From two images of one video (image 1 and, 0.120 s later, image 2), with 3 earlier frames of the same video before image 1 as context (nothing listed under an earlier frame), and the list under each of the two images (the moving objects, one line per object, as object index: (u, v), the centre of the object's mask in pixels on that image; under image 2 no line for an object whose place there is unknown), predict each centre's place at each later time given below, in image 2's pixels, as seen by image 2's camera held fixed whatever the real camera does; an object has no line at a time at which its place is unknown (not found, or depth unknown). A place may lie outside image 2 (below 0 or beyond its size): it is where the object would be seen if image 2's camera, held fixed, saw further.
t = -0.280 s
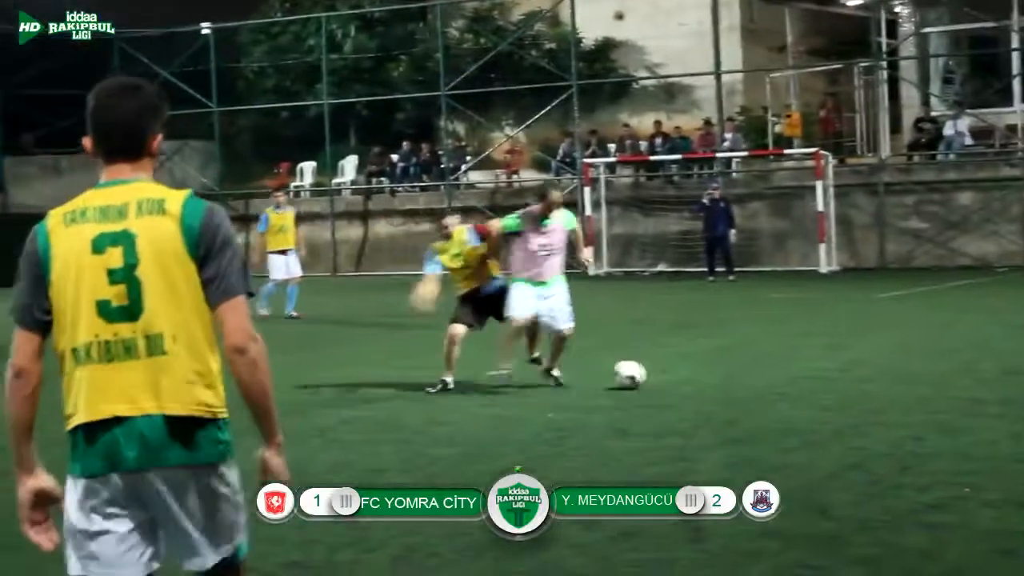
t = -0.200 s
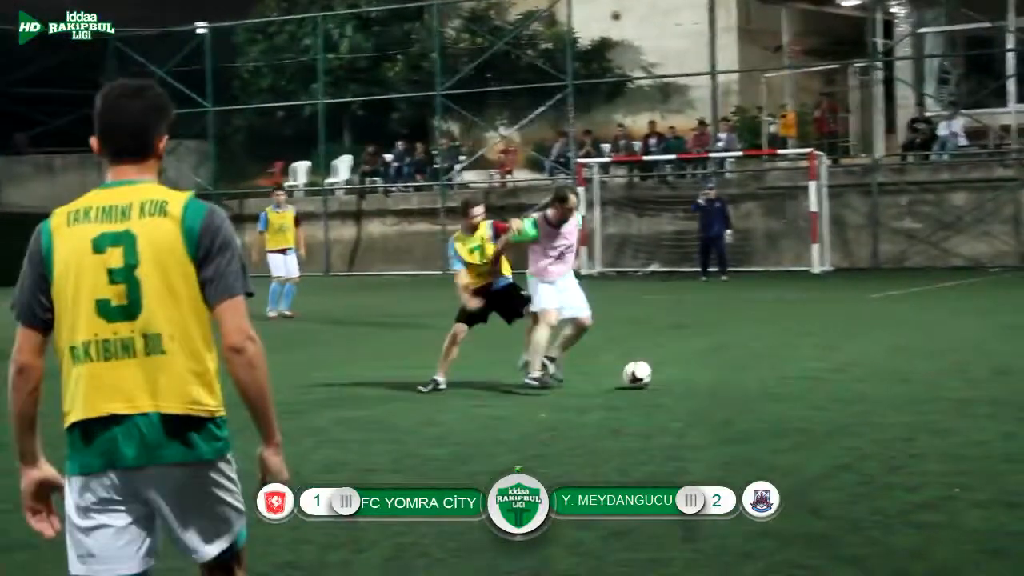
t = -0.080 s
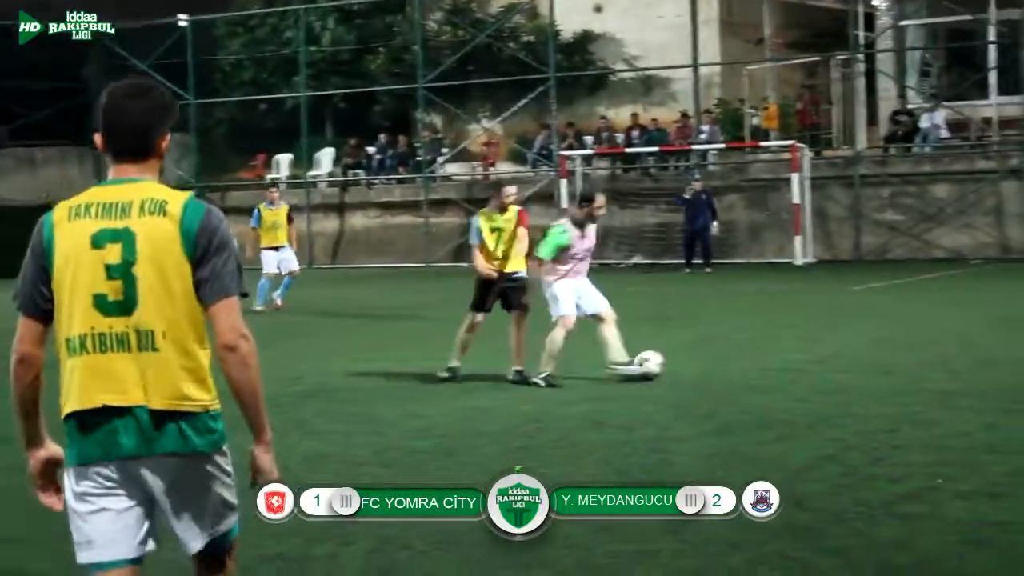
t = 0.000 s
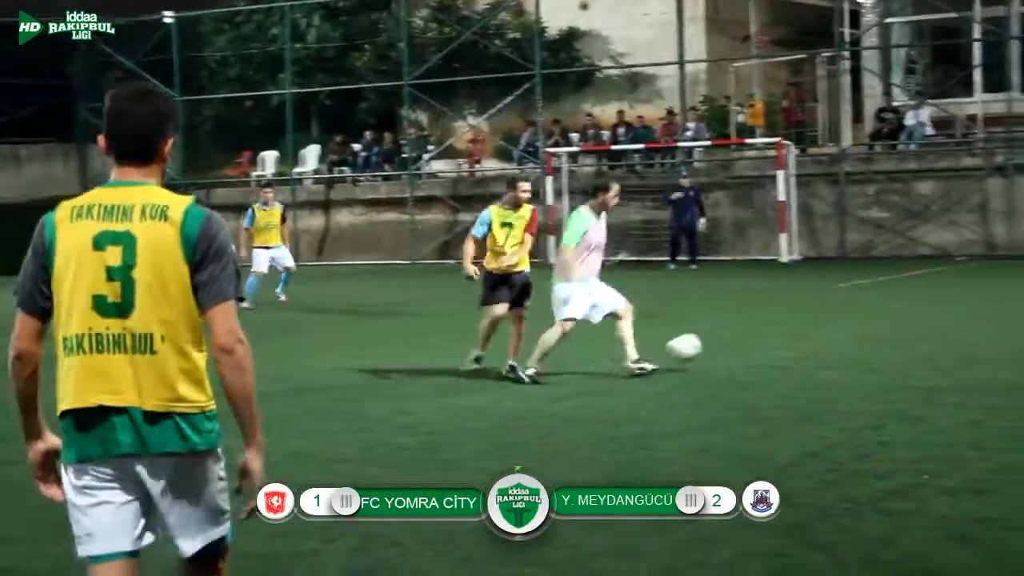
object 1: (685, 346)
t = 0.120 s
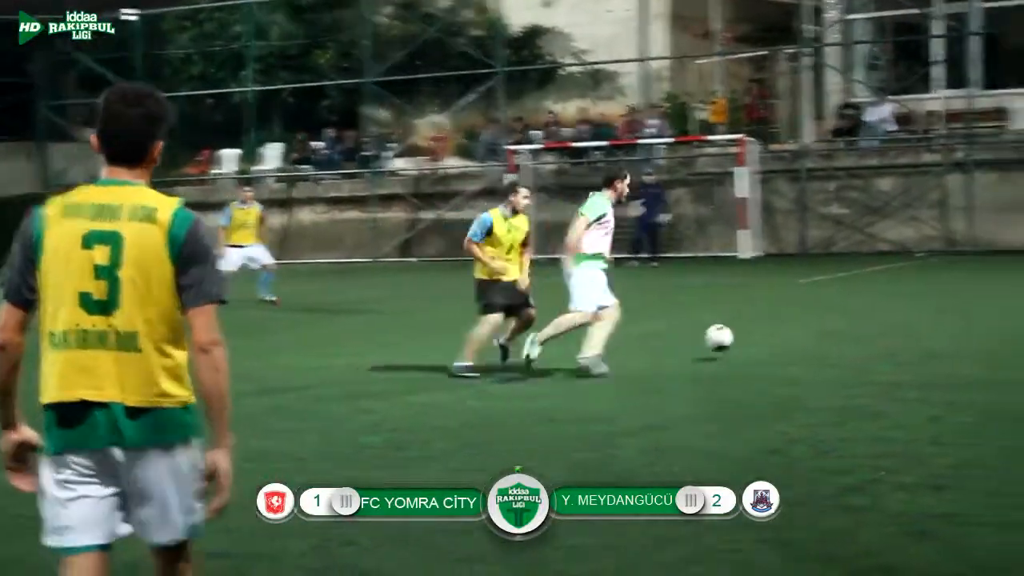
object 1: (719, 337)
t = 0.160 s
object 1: (741, 338)
